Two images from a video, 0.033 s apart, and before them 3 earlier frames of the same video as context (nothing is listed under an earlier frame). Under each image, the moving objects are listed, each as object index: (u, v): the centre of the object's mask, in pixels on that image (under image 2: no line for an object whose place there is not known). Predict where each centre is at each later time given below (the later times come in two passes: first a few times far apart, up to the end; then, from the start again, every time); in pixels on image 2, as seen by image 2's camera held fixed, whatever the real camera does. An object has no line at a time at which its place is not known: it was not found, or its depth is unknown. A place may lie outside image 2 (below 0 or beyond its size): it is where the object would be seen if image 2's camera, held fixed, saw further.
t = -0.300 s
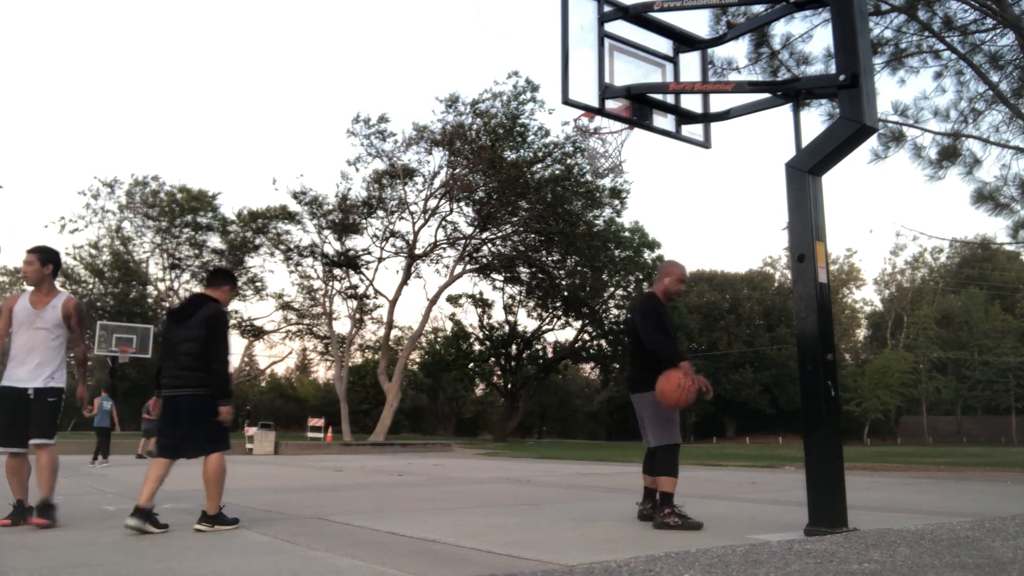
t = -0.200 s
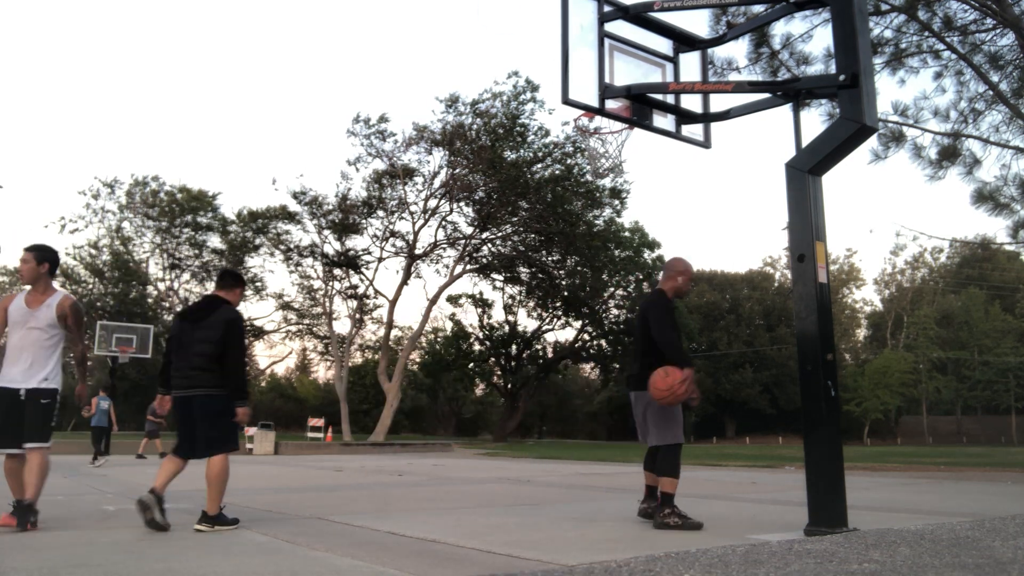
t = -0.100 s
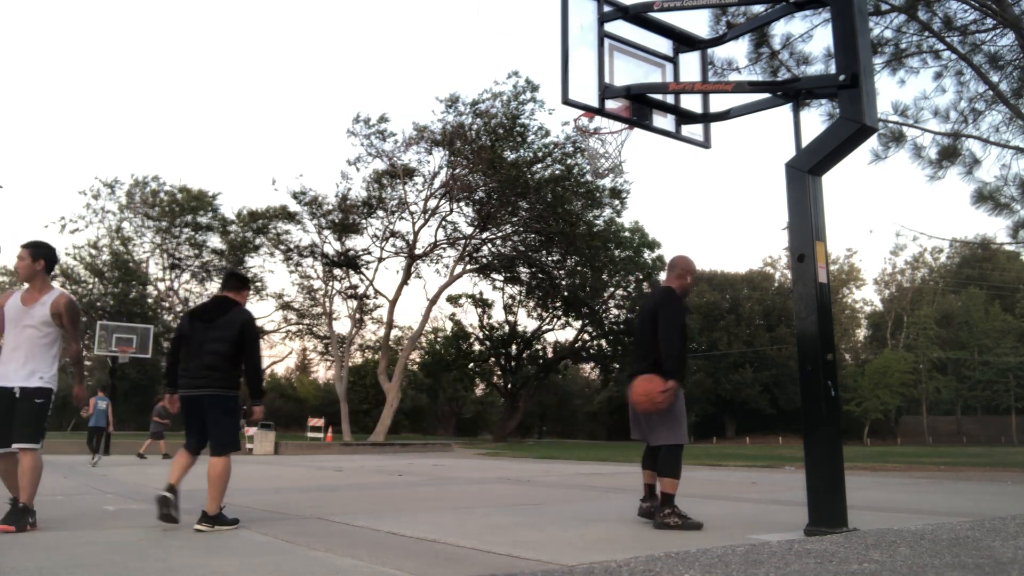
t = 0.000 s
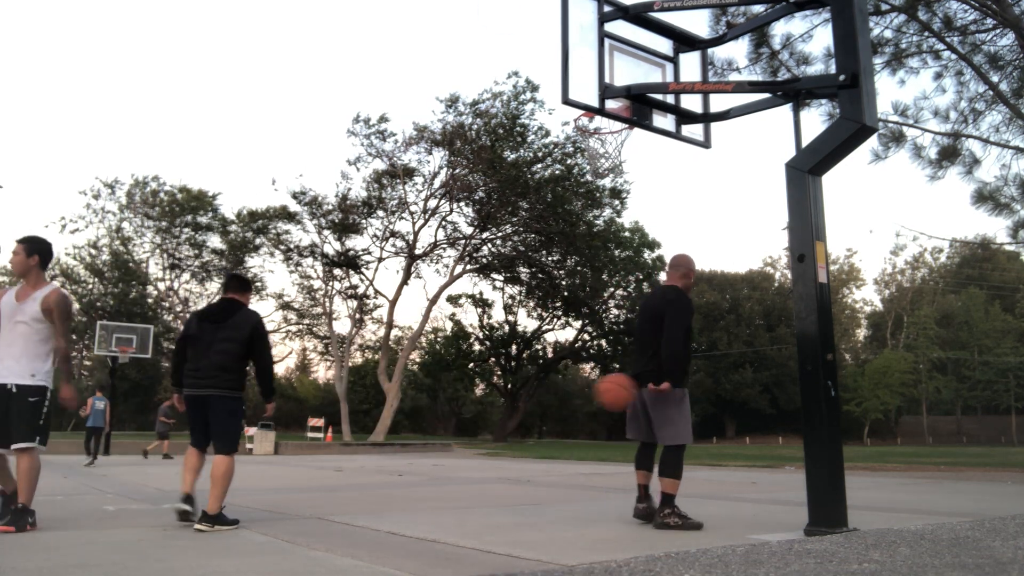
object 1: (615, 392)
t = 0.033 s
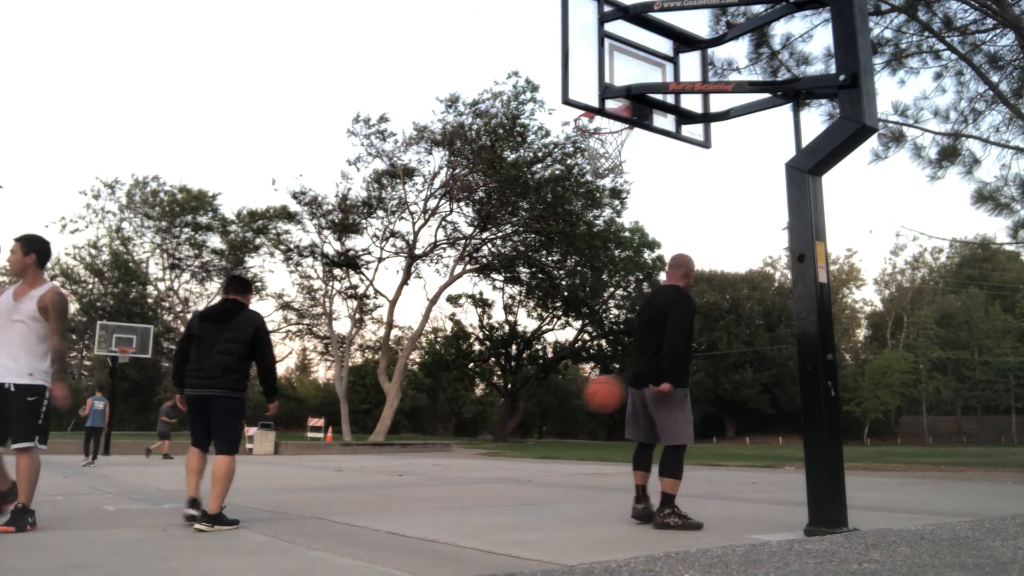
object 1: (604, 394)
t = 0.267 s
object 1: (533, 450)
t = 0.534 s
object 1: (467, 450)
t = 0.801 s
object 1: (415, 447)
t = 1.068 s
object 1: (366, 476)
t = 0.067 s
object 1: (593, 398)
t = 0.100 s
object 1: (583, 402)
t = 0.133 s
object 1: (572, 409)
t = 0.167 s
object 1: (563, 417)
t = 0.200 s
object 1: (552, 426)
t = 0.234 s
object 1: (543, 437)
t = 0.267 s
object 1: (533, 450)
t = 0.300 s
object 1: (523, 465)
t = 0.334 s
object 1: (514, 482)
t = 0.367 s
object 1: (505, 498)
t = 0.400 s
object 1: (496, 494)
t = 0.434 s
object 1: (489, 480)
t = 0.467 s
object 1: (482, 469)
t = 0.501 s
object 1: (474, 459)
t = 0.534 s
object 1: (467, 450)
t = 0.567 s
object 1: (460, 445)
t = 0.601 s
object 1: (453, 440)
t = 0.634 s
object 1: (447, 438)
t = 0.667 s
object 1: (441, 437)
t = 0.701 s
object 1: (434, 437)
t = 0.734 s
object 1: (428, 439)
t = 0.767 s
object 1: (421, 442)
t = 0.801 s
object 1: (415, 447)
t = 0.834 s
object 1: (408, 454)
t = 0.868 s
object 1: (402, 461)
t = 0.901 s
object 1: (396, 470)
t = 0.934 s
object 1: (390, 481)
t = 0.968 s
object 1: (383, 492)
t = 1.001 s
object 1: (377, 492)
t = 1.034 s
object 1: (371, 484)
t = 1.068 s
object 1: (366, 476)
